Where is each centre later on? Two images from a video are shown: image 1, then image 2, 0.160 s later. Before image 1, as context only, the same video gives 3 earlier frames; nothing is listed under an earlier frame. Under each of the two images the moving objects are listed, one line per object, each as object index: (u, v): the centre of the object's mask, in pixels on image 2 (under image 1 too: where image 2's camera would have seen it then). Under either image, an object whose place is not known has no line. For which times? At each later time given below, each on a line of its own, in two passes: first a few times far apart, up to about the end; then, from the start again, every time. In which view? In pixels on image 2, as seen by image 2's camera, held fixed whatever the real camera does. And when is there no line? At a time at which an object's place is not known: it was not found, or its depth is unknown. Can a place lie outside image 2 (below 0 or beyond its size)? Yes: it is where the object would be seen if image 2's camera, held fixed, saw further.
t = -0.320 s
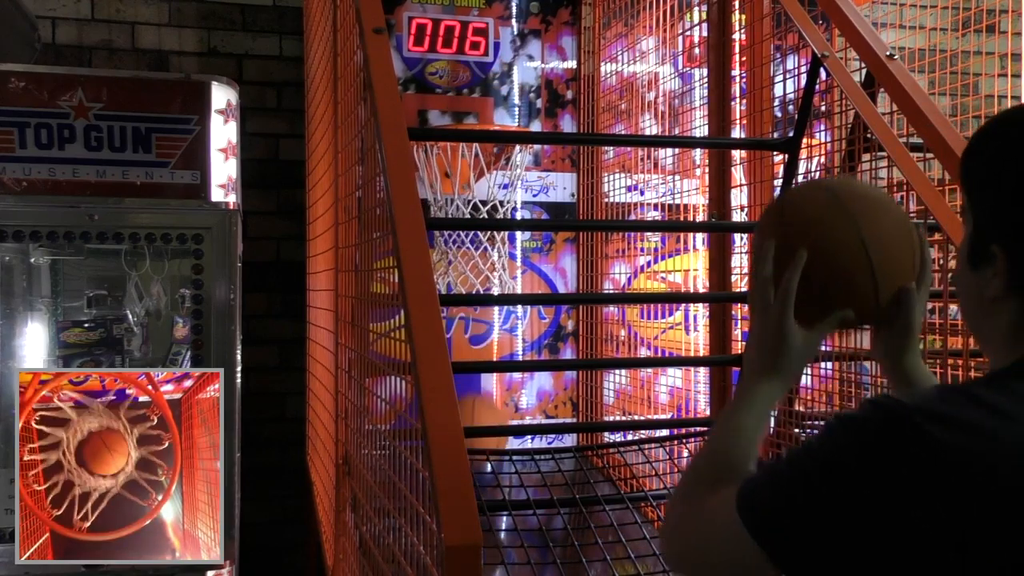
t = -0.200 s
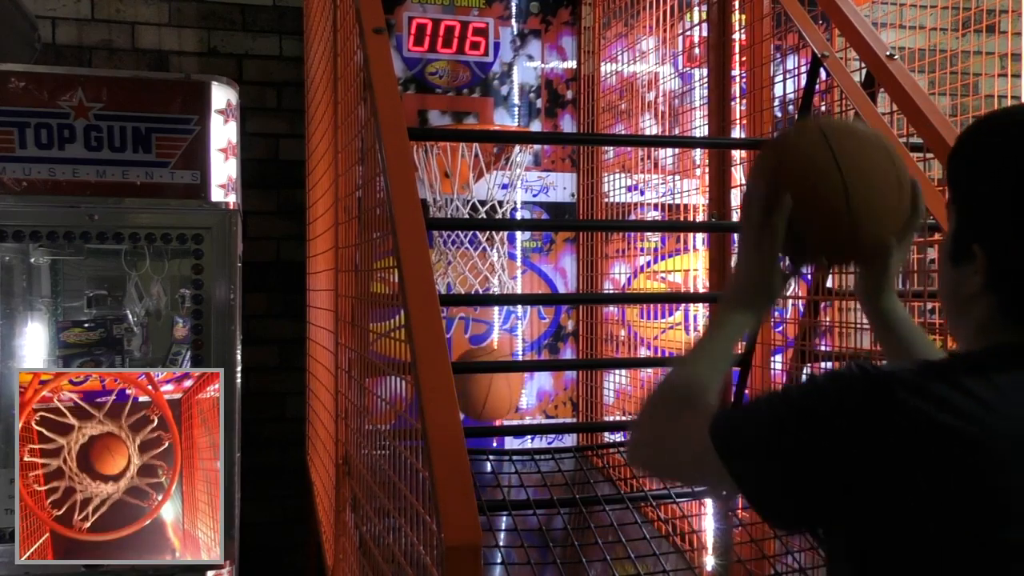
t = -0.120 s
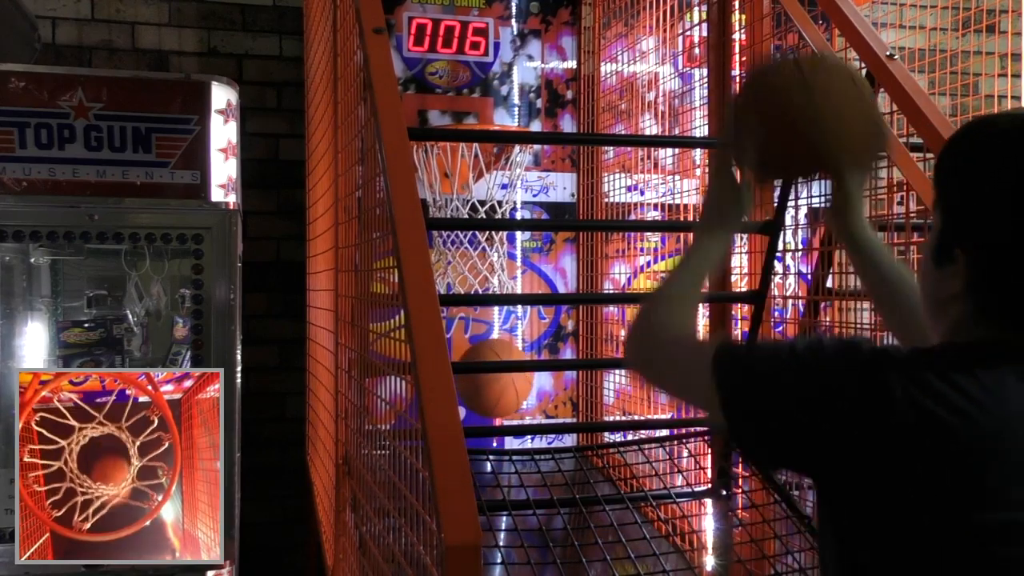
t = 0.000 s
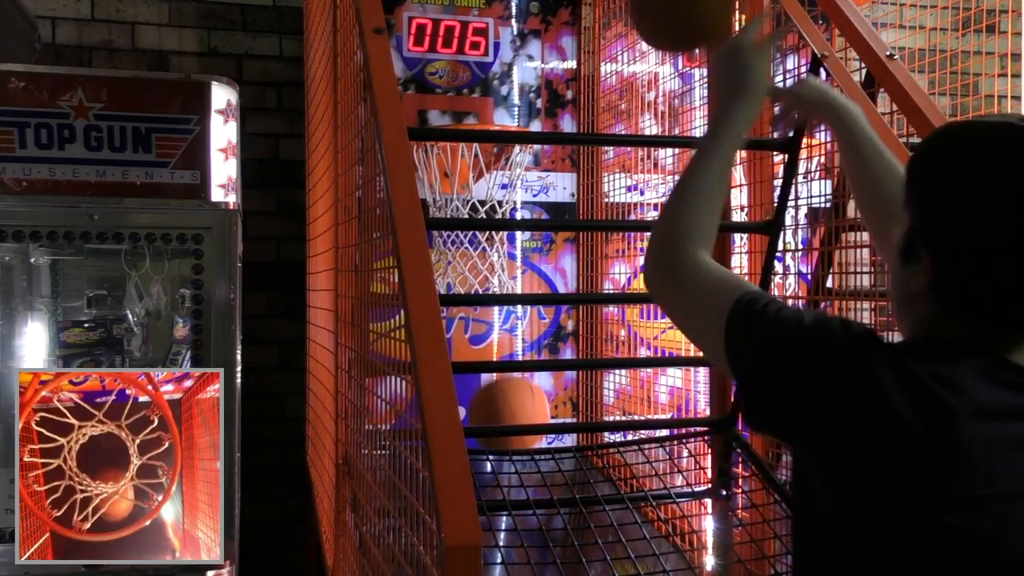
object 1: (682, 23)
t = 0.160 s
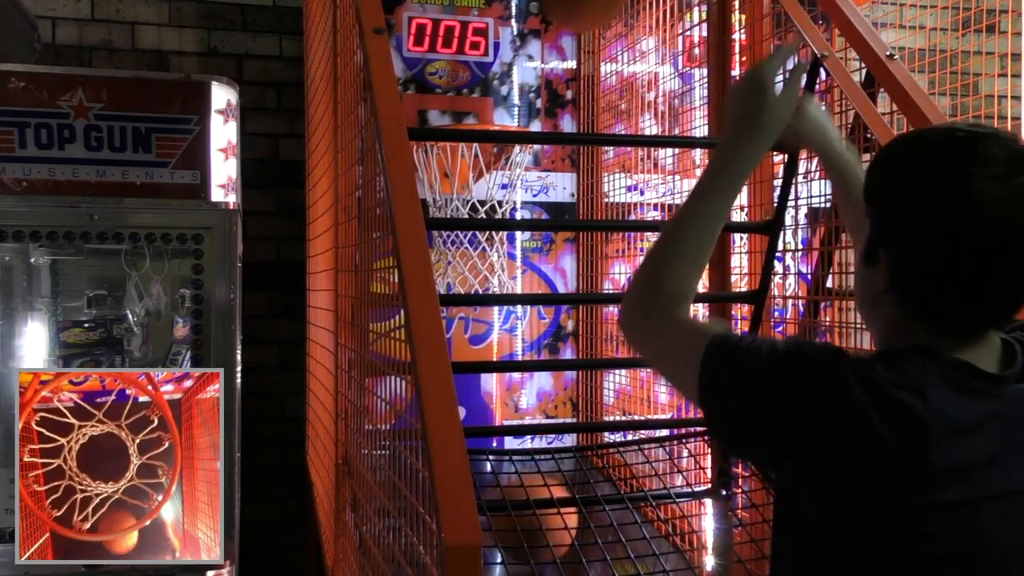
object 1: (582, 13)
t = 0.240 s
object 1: (549, 25)
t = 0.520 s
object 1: (503, 67)
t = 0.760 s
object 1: (536, 86)
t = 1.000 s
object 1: (598, 264)
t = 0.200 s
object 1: (564, 18)
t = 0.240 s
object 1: (549, 25)
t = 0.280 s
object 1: (535, 38)
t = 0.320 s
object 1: (520, 67)
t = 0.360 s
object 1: (508, 97)
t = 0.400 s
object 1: (501, 103)
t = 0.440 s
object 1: (496, 96)
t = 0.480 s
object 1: (498, 81)
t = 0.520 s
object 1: (503, 67)
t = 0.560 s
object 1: (508, 57)
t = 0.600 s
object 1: (513, 52)
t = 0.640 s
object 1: (518, 52)
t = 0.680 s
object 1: (524, 57)
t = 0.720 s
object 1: (530, 68)
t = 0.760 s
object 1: (536, 86)
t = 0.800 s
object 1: (544, 101)
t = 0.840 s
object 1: (554, 120)
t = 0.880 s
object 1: (563, 150)
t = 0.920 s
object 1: (573, 182)
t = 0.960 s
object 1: (589, 219)
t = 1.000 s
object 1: (598, 264)
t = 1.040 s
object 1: (609, 331)
